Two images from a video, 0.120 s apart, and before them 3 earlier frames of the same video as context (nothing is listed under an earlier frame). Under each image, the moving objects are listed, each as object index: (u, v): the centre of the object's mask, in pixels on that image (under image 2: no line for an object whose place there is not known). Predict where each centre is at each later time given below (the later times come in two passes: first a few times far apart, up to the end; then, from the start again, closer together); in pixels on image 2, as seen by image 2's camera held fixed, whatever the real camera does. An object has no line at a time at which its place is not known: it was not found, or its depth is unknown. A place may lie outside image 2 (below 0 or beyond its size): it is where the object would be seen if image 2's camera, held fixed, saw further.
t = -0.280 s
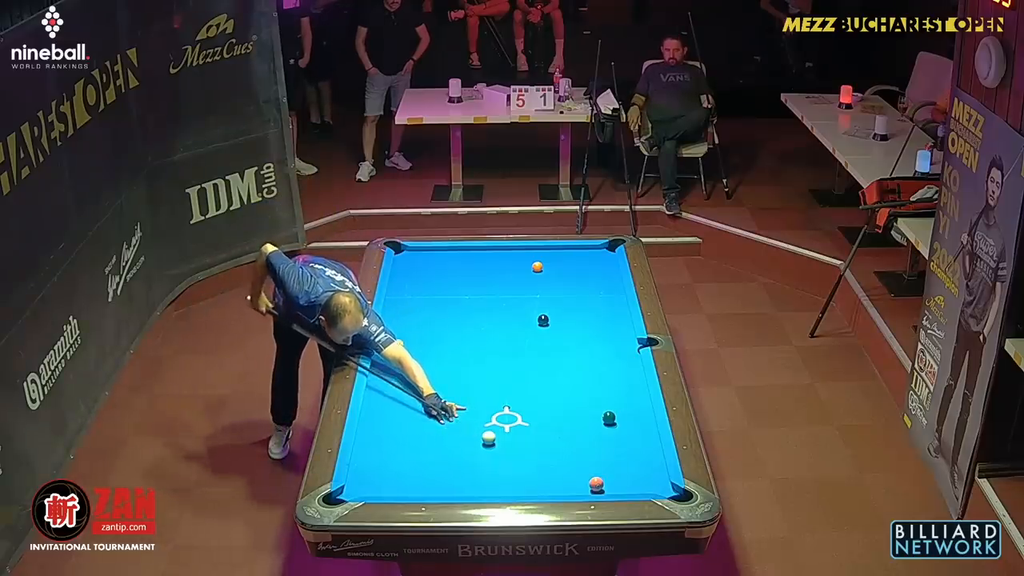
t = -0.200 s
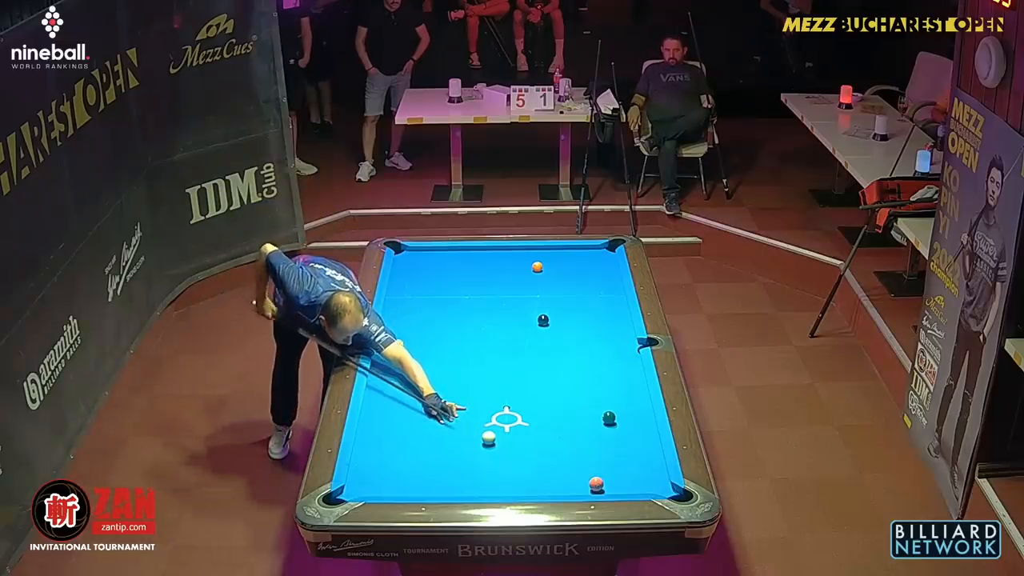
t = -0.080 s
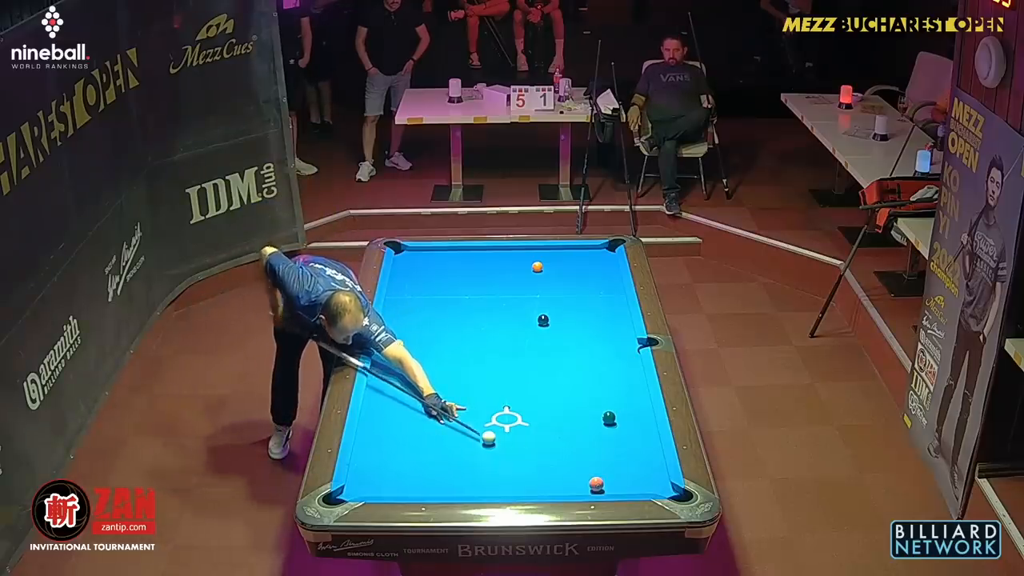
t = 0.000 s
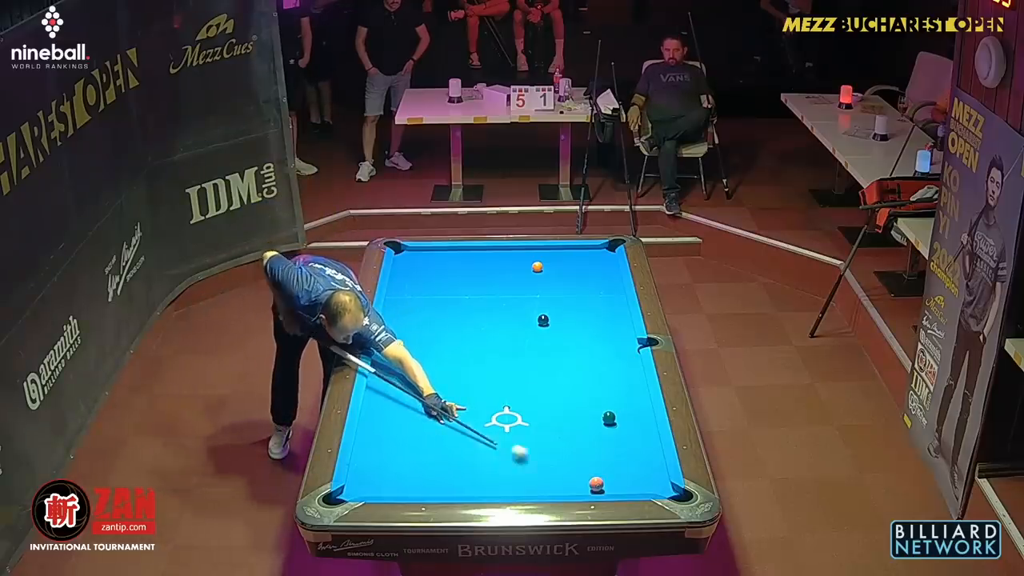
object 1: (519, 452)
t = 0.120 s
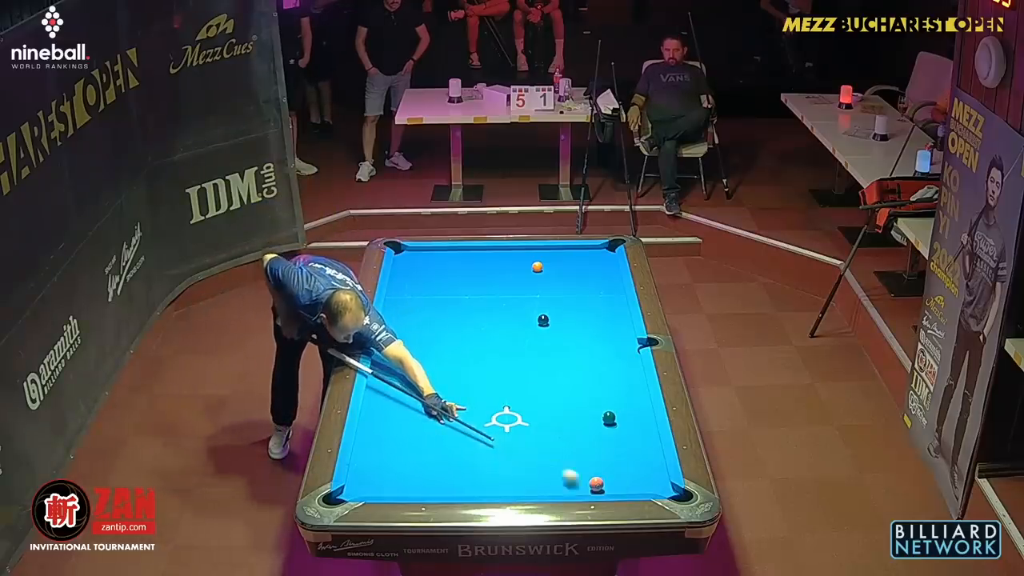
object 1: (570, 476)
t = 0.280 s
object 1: (576, 487)
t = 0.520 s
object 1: (560, 473)
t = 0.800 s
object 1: (544, 457)
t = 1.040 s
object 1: (531, 444)
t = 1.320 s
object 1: (517, 431)
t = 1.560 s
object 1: (506, 421)
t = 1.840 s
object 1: (495, 408)
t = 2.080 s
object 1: (486, 399)
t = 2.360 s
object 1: (477, 389)
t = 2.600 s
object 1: (470, 381)
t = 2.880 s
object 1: (462, 373)
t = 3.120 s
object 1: (456, 367)
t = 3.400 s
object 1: (449, 360)
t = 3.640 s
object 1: (445, 355)
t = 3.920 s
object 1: (440, 349)
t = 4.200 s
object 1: (435, 344)
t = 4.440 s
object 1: (432, 340)
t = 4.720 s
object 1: (428, 336)
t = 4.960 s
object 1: (425, 333)
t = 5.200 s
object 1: (423, 331)
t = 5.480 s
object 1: (421, 329)
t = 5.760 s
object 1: (419, 327)
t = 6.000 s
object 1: (418, 325)
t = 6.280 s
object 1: (417, 324)
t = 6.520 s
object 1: (417, 324)
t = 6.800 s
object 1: (417, 324)
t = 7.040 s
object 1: (416, 324)
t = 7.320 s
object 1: (416, 324)
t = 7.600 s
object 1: (416, 324)
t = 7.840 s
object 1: (416, 324)
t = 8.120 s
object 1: (416, 324)
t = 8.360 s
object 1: (416, 324)
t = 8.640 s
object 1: (416, 324)
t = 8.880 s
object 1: (416, 324)
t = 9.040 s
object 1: (416, 324)
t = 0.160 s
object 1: (582, 483)
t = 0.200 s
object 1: (581, 488)
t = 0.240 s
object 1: (579, 489)
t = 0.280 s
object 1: (576, 487)
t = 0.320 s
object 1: (573, 484)
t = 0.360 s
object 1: (570, 482)
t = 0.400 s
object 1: (568, 480)
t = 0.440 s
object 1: (565, 477)
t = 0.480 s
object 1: (562, 475)
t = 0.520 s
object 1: (560, 473)
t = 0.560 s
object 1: (557, 470)
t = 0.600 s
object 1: (555, 468)
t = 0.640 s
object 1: (553, 466)
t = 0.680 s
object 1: (550, 463)
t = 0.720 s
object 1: (548, 461)
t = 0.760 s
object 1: (546, 459)
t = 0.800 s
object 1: (544, 457)
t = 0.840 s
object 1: (541, 455)
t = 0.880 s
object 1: (539, 452)
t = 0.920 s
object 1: (537, 450)
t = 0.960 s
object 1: (535, 448)
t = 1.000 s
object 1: (533, 446)
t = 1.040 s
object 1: (531, 444)
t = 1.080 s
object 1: (529, 442)
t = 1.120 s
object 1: (527, 440)
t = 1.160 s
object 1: (525, 438)
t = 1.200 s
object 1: (523, 436)
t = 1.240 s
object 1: (521, 434)
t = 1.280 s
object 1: (519, 432)
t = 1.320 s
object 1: (517, 431)
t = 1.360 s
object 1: (515, 429)
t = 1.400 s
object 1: (513, 427)
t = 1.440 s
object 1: (511, 425)
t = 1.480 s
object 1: (509, 424)
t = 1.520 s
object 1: (508, 422)
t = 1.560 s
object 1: (506, 421)
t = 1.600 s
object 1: (505, 418)
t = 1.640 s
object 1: (504, 417)
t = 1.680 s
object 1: (501, 416)
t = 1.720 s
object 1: (499, 414)
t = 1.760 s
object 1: (498, 411)
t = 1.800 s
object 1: (496, 410)
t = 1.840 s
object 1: (495, 408)
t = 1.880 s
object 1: (493, 407)
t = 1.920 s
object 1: (492, 405)
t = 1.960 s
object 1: (490, 403)
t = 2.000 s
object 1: (489, 402)
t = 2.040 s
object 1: (488, 400)
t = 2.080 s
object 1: (486, 399)
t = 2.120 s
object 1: (485, 397)
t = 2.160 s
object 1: (483, 396)
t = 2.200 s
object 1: (482, 395)
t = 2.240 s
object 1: (481, 393)
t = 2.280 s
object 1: (479, 392)
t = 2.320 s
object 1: (478, 391)
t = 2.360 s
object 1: (477, 389)
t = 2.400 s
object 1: (476, 388)
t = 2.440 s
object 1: (474, 387)
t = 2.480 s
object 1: (473, 385)
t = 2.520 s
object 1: (472, 384)
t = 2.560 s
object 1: (471, 383)
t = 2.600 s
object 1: (470, 381)
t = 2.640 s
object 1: (468, 380)
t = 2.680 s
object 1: (468, 379)
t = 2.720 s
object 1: (466, 378)
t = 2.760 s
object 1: (465, 377)
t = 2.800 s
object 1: (464, 376)
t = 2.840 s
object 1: (463, 374)
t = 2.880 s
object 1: (462, 373)
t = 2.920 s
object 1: (461, 372)
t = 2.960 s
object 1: (460, 371)
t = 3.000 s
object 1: (459, 370)
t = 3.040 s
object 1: (458, 369)
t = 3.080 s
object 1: (457, 368)
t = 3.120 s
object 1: (456, 367)
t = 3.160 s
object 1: (455, 366)
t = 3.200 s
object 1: (454, 365)
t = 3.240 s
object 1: (453, 364)
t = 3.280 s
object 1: (452, 363)
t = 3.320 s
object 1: (451, 362)
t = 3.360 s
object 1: (451, 361)
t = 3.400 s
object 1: (449, 360)
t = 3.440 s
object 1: (449, 359)
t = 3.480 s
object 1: (448, 358)
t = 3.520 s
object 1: (447, 357)
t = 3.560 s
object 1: (446, 356)
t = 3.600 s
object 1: (445, 355)
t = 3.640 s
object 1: (445, 355)
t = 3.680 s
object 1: (444, 354)
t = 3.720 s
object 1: (443, 353)
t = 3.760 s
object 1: (442, 352)
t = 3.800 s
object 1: (442, 351)
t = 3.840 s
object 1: (441, 351)
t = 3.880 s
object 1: (440, 350)
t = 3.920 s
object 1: (440, 349)
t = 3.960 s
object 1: (439, 348)
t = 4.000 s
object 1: (438, 347)
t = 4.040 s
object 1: (438, 347)
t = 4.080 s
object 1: (437, 346)
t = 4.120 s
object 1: (436, 345)
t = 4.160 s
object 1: (436, 345)
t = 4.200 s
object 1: (435, 344)
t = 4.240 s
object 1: (435, 343)
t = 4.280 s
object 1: (434, 342)
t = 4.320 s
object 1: (433, 342)
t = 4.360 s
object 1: (433, 341)
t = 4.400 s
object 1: (432, 341)
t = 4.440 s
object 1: (432, 340)
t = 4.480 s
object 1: (431, 340)
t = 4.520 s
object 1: (431, 339)
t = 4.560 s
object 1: (430, 338)
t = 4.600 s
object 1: (429, 338)
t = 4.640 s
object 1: (429, 338)
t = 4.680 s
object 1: (429, 337)
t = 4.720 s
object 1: (428, 336)
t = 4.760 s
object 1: (428, 336)
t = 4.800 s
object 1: (427, 335)
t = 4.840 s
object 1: (427, 335)
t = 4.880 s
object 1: (426, 334)
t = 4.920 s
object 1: (426, 334)
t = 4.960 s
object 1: (425, 333)
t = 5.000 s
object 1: (425, 333)
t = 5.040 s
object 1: (424, 333)
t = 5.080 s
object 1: (424, 332)
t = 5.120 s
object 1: (424, 332)
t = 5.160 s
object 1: (423, 331)
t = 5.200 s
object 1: (423, 331)
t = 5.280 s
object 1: (422, 330)
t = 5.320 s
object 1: (422, 330)
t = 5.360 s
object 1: (422, 330)
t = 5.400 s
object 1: (421, 329)
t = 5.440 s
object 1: (421, 329)
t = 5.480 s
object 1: (421, 329)
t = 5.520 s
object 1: (420, 328)
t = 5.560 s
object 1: (420, 328)
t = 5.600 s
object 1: (420, 328)
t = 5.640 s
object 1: (420, 327)
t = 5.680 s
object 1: (419, 327)
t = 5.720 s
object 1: (419, 327)
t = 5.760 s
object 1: (419, 327)
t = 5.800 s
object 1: (419, 326)
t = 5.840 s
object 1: (418, 326)
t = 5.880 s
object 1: (418, 326)
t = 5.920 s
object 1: (418, 326)
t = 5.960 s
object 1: (418, 326)
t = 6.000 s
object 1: (418, 325)
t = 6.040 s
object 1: (418, 325)
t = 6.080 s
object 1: (418, 325)
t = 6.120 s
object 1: (418, 325)
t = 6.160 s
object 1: (417, 325)
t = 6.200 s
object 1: (417, 325)
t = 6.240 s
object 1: (417, 325)
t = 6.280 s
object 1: (417, 324)
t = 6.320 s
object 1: (417, 324)
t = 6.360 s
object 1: (417, 324)
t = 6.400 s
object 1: (417, 324)
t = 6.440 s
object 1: (417, 324)
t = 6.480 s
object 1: (417, 324)
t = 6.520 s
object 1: (417, 324)
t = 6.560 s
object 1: (417, 324)
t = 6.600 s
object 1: (417, 324)
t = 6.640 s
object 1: (417, 324)
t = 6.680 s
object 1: (417, 324)
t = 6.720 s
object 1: (417, 324)
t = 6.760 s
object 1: (417, 324)
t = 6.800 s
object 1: (417, 324)
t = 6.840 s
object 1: (416, 324)
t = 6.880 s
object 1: (416, 324)
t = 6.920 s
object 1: (416, 324)
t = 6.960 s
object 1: (416, 324)
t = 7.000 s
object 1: (416, 324)
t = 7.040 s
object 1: (416, 324)
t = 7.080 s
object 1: (416, 324)
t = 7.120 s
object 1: (416, 324)
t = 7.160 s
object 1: (416, 324)
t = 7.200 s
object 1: (416, 324)
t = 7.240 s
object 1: (416, 324)
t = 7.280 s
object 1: (416, 324)
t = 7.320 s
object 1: (416, 324)
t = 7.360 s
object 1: (416, 324)
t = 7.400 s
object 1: (416, 324)
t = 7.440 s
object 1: (416, 324)
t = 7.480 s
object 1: (416, 324)
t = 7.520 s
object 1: (416, 324)
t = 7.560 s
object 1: (416, 324)
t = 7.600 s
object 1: (416, 324)
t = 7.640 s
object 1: (416, 324)
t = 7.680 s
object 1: (416, 324)
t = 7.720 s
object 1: (416, 324)
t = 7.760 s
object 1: (416, 324)
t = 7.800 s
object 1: (416, 324)
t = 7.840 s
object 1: (416, 324)
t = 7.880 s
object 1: (416, 324)
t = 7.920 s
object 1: (416, 324)
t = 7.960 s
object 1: (416, 324)
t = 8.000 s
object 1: (416, 324)
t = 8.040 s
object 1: (416, 324)
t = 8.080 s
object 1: (416, 324)
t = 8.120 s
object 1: (416, 324)
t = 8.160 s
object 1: (416, 324)
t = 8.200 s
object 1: (416, 324)
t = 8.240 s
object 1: (416, 324)
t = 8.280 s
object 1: (416, 324)
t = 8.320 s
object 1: (416, 324)
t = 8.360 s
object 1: (416, 324)
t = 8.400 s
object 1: (416, 324)
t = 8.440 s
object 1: (416, 324)
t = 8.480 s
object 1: (416, 324)
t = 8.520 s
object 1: (416, 324)
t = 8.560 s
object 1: (416, 324)
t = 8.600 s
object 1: (416, 324)
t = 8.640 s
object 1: (416, 324)
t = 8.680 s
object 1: (416, 324)
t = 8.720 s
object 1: (416, 324)
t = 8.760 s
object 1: (416, 324)
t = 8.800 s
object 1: (416, 324)
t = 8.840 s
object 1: (416, 324)
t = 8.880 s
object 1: (416, 324)
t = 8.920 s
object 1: (416, 324)
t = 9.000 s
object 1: (416, 324)
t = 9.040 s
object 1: (416, 324)
